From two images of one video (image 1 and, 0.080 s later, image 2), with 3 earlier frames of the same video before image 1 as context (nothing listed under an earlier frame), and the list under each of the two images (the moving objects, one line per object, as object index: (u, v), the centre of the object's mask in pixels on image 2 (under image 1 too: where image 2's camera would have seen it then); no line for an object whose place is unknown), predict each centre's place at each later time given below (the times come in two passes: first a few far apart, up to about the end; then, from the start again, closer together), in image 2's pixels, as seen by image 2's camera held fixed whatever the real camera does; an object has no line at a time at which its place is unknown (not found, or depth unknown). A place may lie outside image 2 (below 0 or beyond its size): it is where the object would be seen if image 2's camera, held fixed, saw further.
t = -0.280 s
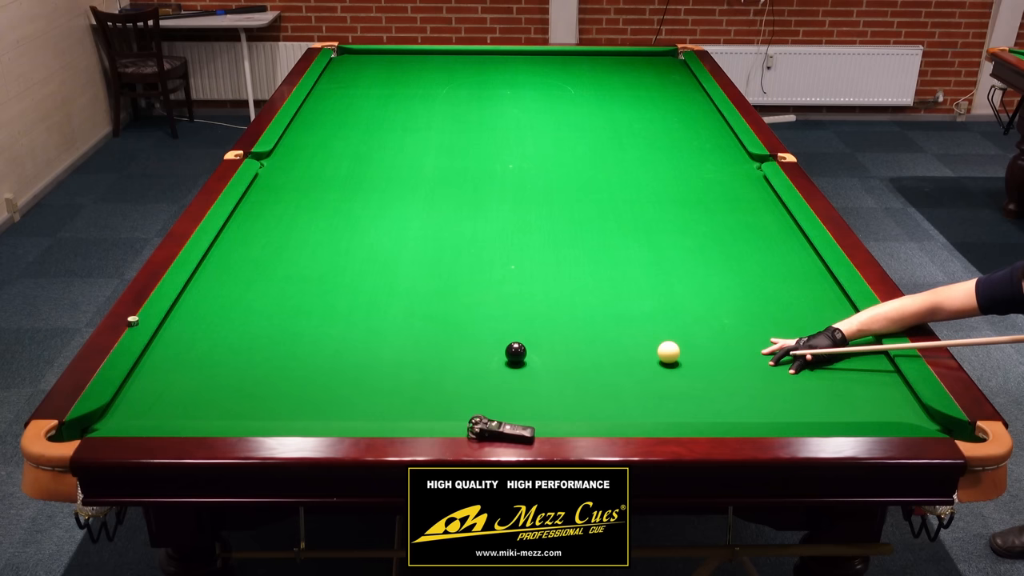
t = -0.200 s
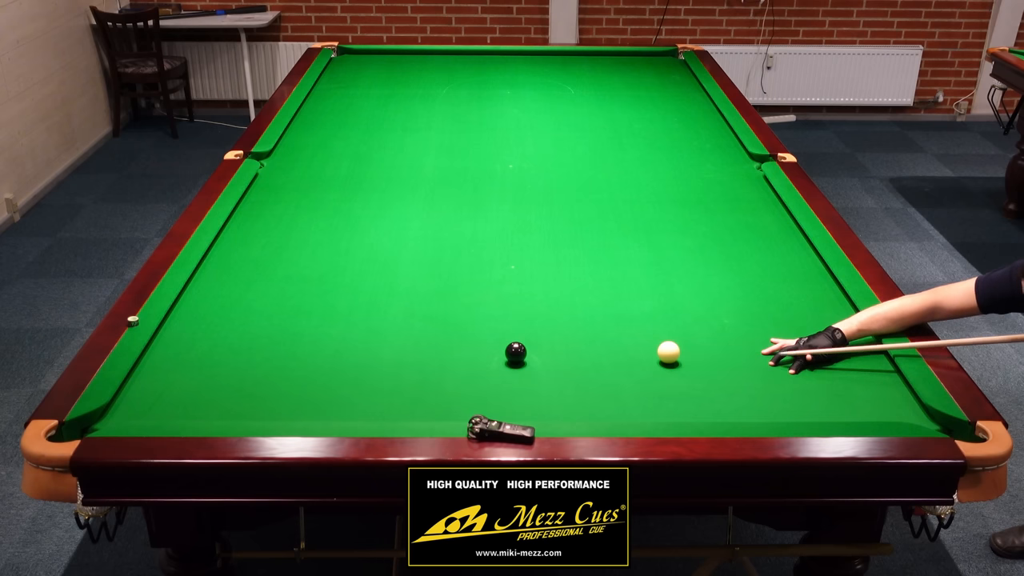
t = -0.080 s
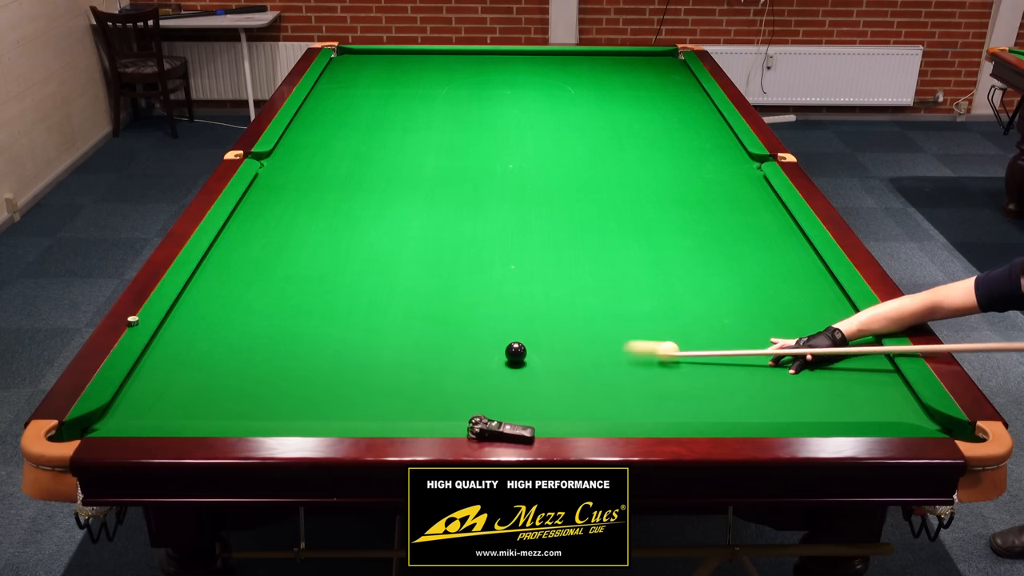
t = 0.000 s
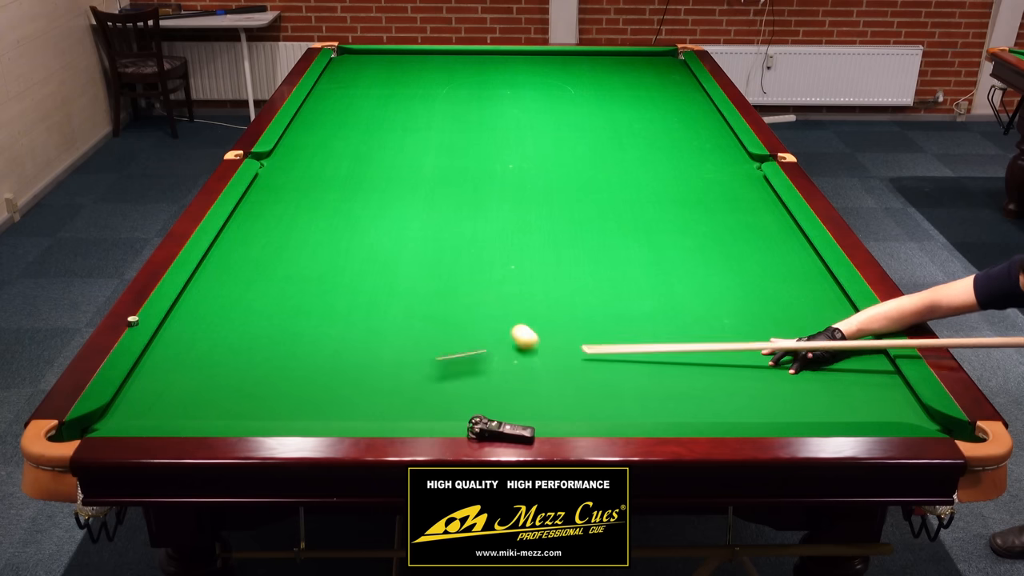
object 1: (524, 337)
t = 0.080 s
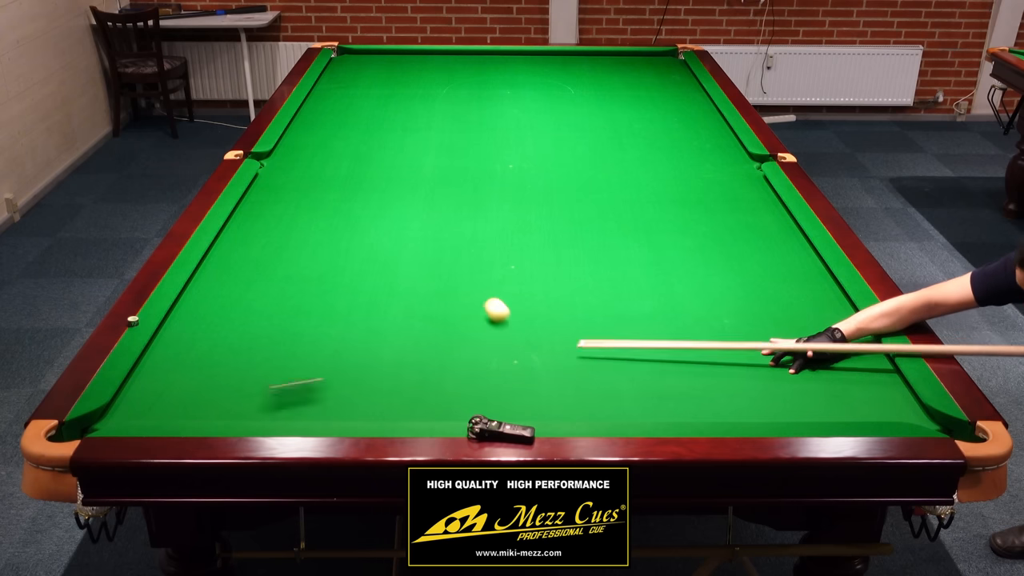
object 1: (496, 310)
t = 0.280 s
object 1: (453, 257)
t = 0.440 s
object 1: (439, 226)
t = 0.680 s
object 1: (442, 192)
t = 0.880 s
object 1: (448, 168)
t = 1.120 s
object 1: (454, 144)
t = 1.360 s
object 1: (459, 123)
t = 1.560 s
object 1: (463, 107)
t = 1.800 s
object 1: (466, 91)
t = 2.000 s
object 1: (469, 79)
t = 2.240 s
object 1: (472, 66)
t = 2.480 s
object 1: (474, 54)
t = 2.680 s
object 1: (481, 56)
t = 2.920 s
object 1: (492, 63)
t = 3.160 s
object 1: (503, 69)
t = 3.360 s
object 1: (511, 74)
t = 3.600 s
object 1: (521, 81)
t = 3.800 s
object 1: (530, 86)
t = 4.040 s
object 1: (541, 93)
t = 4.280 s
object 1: (552, 99)
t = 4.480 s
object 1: (560, 105)
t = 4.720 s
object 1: (570, 111)
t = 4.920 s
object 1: (579, 117)
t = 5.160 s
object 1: (589, 123)
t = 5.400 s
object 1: (599, 129)
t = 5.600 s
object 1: (607, 134)
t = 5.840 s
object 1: (617, 140)
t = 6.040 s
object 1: (625, 145)
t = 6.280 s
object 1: (634, 151)
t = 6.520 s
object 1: (643, 156)
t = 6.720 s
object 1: (650, 160)
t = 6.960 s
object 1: (658, 165)
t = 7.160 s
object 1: (665, 169)
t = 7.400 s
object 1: (672, 173)
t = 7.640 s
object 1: (678, 177)
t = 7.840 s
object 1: (683, 180)
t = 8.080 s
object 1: (689, 183)
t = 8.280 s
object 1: (693, 185)
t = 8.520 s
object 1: (698, 188)
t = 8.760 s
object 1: (701, 189)
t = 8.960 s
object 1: (703, 191)
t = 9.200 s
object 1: (705, 192)
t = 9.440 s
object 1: (706, 192)
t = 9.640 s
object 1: (706, 193)
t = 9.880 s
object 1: (706, 193)
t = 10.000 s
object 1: (706, 193)
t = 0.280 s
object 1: (453, 257)
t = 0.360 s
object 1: (444, 241)
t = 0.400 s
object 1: (441, 233)
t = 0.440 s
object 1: (439, 226)
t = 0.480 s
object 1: (438, 220)
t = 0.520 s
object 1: (438, 214)
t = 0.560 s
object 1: (438, 208)
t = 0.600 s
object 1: (439, 202)
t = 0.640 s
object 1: (441, 197)
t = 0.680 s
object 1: (442, 192)
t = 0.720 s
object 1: (443, 187)
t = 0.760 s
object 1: (444, 182)
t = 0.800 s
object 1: (446, 177)
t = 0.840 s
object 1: (447, 173)
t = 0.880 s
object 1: (448, 168)
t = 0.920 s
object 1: (449, 164)
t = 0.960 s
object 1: (450, 160)
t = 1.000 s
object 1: (451, 155)
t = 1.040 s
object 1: (452, 152)
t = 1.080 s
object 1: (453, 148)
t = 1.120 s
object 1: (454, 144)
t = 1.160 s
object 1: (455, 140)
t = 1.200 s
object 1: (456, 137)
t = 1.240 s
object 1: (456, 133)
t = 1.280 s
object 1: (457, 130)
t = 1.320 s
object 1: (458, 126)
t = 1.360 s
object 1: (459, 123)
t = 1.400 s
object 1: (460, 120)
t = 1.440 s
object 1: (460, 116)
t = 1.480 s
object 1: (461, 113)
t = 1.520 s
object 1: (462, 110)
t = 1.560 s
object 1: (463, 107)
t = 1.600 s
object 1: (463, 105)
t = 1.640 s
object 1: (464, 102)
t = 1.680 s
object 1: (464, 99)
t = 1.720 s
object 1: (465, 96)
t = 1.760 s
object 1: (466, 94)
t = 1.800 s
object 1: (466, 91)
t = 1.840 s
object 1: (467, 89)
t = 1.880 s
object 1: (468, 86)
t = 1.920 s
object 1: (468, 84)
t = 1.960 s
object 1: (468, 81)
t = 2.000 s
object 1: (469, 79)
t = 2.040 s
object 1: (469, 77)
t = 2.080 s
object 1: (470, 74)
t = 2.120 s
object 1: (471, 72)
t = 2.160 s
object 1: (471, 70)
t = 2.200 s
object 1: (472, 68)
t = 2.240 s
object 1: (472, 66)
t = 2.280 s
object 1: (472, 64)
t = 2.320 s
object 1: (473, 62)
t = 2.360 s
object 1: (473, 60)
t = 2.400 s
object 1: (474, 58)
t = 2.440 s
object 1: (474, 56)
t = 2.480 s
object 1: (474, 54)
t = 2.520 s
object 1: (475, 52)
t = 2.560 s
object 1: (476, 52)
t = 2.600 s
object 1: (478, 54)
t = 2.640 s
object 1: (480, 55)
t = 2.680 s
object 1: (481, 56)
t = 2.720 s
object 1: (483, 57)
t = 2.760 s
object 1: (485, 58)
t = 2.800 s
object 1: (487, 59)
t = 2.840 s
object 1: (488, 60)
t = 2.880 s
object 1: (490, 61)
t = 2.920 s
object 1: (492, 63)
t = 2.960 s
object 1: (494, 64)
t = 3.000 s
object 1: (495, 65)
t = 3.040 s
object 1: (497, 66)
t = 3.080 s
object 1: (499, 67)
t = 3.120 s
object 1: (501, 68)
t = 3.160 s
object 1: (503, 69)
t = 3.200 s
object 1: (504, 70)
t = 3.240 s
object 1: (506, 71)
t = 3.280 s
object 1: (508, 72)
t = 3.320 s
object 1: (509, 73)
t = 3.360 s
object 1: (511, 74)
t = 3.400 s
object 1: (513, 75)
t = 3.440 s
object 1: (515, 76)
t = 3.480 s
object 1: (516, 78)
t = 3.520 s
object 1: (518, 79)
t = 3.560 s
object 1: (520, 80)
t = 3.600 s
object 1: (521, 81)
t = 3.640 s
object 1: (523, 82)
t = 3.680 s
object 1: (525, 83)
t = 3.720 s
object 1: (527, 84)
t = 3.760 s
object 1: (529, 85)
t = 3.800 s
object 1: (530, 86)
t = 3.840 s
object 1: (532, 87)
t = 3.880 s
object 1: (534, 88)
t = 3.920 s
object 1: (536, 89)
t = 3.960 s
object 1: (537, 91)
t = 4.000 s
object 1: (539, 92)
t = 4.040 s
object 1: (541, 93)
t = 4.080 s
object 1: (543, 94)
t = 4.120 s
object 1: (544, 95)
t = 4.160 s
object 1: (546, 96)
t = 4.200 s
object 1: (548, 97)
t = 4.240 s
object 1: (550, 98)
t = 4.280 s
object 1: (552, 99)
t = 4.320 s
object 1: (553, 100)
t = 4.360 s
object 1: (555, 101)
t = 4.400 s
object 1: (557, 103)
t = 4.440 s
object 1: (558, 104)
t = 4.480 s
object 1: (560, 105)
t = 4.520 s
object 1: (562, 106)
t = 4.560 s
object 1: (564, 107)
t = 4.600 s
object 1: (565, 108)
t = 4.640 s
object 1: (567, 109)
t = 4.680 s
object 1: (569, 110)
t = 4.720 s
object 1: (570, 111)
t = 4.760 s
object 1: (572, 112)
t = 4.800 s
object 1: (574, 113)
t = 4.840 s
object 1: (575, 114)
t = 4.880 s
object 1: (577, 115)
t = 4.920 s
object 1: (579, 117)
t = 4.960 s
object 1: (581, 118)
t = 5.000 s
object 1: (582, 119)
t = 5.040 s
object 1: (584, 120)
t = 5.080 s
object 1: (586, 121)
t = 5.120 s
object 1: (588, 122)
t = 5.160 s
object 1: (589, 123)
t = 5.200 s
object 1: (591, 124)
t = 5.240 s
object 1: (593, 125)
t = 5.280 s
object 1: (594, 126)
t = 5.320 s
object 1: (596, 127)
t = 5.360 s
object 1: (598, 128)
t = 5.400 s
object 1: (599, 129)
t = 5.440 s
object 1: (601, 130)
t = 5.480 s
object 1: (602, 131)
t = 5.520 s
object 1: (604, 132)
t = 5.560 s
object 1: (606, 133)
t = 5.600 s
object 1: (607, 134)
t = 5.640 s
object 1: (609, 135)
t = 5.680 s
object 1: (611, 136)
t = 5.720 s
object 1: (612, 137)
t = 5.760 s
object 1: (614, 138)
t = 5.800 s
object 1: (615, 139)
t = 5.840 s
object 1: (617, 140)
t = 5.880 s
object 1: (618, 141)
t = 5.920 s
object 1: (620, 142)
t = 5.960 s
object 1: (622, 143)
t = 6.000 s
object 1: (623, 144)
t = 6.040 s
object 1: (625, 145)
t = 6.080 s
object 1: (626, 146)
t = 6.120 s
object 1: (628, 147)
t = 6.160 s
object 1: (629, 148)
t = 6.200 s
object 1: (631, 149)
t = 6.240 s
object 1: (632, 150)
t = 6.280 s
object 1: (634, 151)
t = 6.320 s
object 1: (635, 151)
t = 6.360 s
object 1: (637, 152)
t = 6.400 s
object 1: (638, 153)
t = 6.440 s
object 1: (640, 154)
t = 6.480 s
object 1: (641, 155)
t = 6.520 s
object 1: (643, 156)
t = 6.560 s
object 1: (644, 157)
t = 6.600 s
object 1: (646, 158)
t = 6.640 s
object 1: (647, 159)
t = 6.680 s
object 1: (649, 159)
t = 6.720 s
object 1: (650, 160)
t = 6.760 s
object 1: (651, 161)
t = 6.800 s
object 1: (653, 162)
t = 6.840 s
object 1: (654, 163)
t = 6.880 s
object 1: (656, 163)
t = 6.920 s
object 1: (657, 164)
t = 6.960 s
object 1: (658, 165)
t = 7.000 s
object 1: (660, 166)
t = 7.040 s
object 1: (661, 167)
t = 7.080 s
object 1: (662, 167)
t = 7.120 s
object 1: (663, 168)
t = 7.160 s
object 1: (665, 169)
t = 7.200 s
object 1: (666, 169)
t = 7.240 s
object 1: (667, 170)
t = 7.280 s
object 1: (668, 171)
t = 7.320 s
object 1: (669, 172)
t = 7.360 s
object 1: (670, 172)
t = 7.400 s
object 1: (672, 173)
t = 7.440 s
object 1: (673, 174)
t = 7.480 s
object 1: (674, 174)
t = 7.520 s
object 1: (675, 175)
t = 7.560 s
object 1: (676, 176)
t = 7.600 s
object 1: (677, 176)
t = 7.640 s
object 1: (678, 177)
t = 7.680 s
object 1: (679, 177)
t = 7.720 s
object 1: (680, 178)
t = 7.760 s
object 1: (681, 179)
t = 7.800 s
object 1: (682, 179)
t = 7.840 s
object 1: (683, 180)
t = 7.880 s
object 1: (684, 180)
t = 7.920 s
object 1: (685, 181)
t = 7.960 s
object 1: (686, 181)
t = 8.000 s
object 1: (687, 182)
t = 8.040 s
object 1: (688, 182)
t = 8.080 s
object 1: (689, 183)
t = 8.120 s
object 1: (690, 183)
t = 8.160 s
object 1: (691, 184)
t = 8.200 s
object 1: (691, 184)
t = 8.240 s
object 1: (692, 185)
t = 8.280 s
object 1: (693, 185)
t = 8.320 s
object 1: (694, 186)
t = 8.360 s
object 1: (695, 186)
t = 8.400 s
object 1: (695, 186)
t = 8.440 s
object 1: (696, 187)
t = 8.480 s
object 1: (697, 187)
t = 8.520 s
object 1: (698, 188)
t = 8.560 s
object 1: (698, 188)
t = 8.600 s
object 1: (699, 188)
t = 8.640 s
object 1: (699, 189)
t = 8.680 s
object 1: (700, 189)
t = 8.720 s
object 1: (700, 189)
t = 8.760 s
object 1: (701, 189)
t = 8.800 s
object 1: (701, 190)
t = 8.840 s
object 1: (702, 190)
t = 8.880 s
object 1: (702, 190)
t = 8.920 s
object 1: (703, 191)
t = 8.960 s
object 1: (703, 191)
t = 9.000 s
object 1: (703, 191)
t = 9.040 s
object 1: (704, 191)
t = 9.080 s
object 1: (704, 191)
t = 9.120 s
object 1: (704, 192)
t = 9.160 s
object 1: (705, 192)
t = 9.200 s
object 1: (705, 192)
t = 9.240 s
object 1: (705, 192)
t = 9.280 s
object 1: (705, 192)
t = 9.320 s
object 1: (705, 192)
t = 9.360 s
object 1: (705, 192)
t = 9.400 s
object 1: (706, 192)
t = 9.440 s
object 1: (706, 192)
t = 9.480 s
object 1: (706, 193)
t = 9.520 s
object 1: (706, 193)
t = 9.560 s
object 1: (706, 193)
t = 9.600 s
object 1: (706, 193)
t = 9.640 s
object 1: (706, 193)
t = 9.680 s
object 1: (706, 193)
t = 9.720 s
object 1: (706, 193)
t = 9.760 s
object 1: (706, 193)
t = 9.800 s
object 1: (706, 193)
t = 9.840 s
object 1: (706, 193)
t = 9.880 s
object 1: (706, 193)
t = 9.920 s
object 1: (706, 193)
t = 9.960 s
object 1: (706, 193)
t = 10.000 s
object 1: (706, 193)
